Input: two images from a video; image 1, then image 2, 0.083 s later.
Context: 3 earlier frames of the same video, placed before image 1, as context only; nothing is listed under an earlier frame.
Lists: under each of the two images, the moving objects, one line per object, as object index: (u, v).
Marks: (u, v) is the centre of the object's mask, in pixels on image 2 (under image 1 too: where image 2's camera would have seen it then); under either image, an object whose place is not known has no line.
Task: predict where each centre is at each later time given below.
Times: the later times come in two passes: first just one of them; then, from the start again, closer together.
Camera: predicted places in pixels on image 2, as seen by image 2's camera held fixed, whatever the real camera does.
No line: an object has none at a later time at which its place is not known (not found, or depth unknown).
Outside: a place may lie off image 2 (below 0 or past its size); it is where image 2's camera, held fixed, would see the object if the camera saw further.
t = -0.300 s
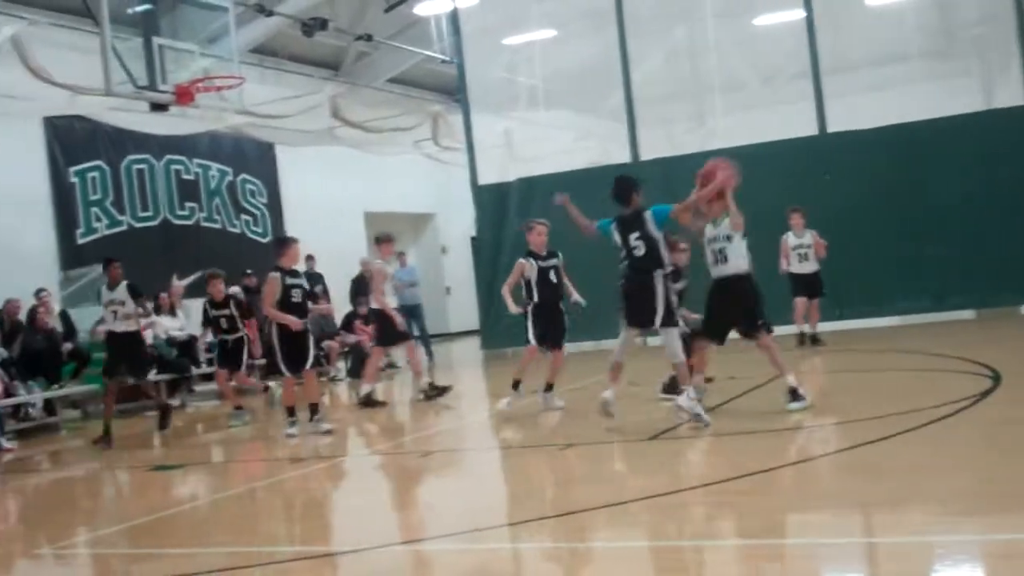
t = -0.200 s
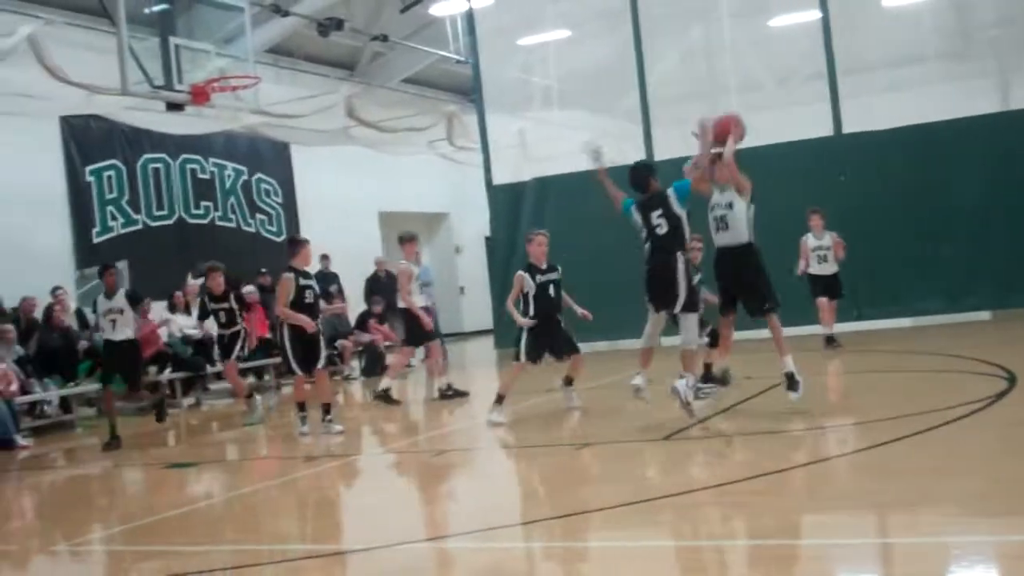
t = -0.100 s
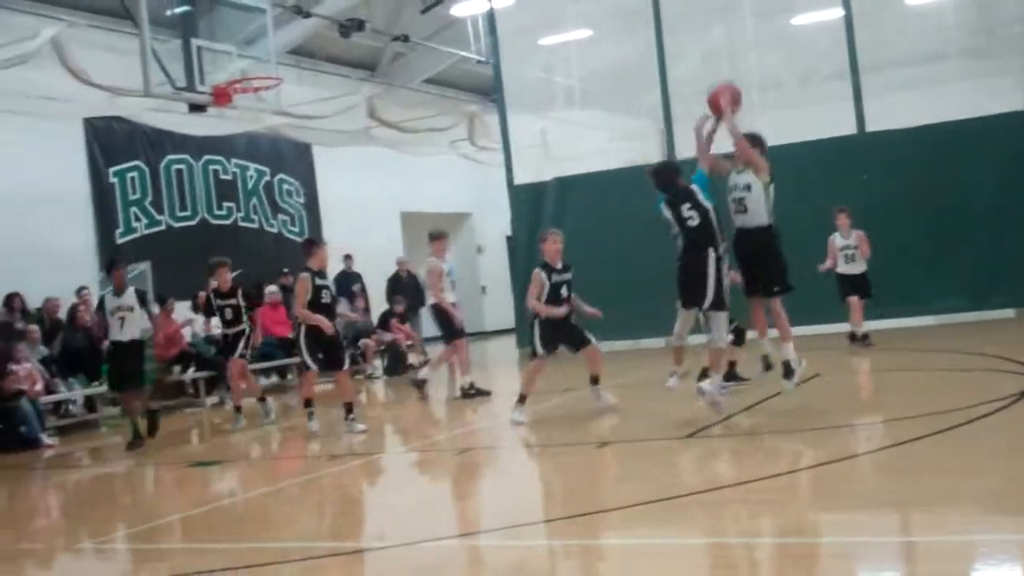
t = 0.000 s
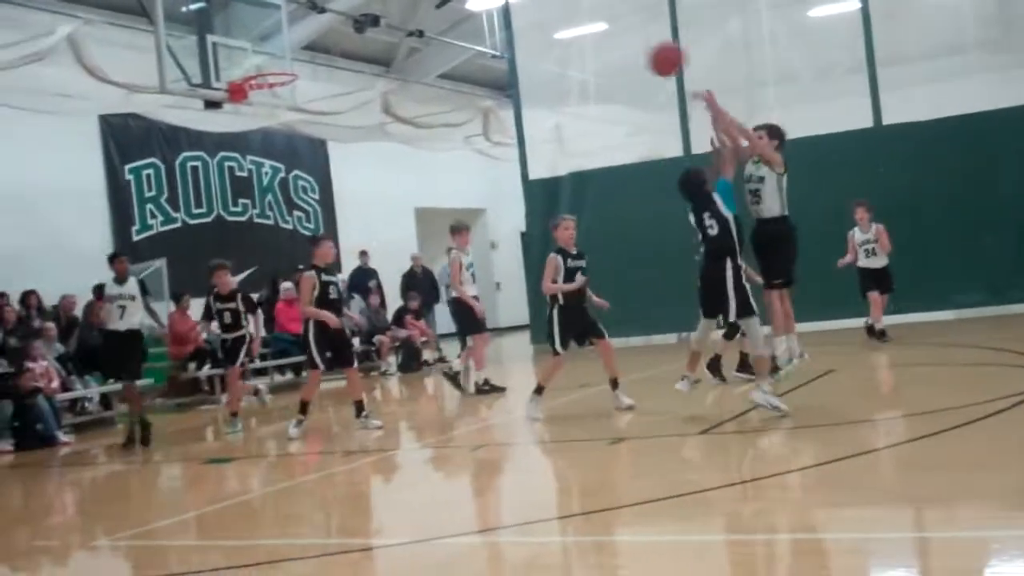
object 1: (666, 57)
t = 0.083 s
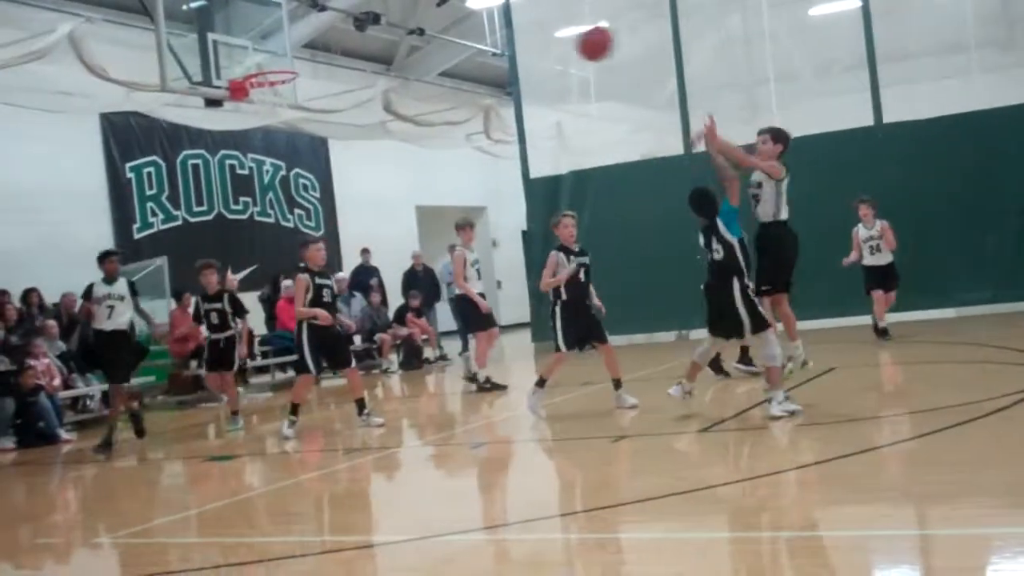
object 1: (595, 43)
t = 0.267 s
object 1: (428, 52)
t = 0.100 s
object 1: (580, 42)
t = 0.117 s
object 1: (564, 40)
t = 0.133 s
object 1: (549, 37)
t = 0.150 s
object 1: (534, 35)
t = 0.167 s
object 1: (519, 36)
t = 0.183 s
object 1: (503, 38)
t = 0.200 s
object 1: (488, 42)
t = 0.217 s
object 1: (473, 46)
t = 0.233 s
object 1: (458, 48)
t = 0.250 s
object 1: (444, 51)
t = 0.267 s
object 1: (428, 52)
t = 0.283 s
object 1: (412, 55)
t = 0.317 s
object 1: (379, 63)
